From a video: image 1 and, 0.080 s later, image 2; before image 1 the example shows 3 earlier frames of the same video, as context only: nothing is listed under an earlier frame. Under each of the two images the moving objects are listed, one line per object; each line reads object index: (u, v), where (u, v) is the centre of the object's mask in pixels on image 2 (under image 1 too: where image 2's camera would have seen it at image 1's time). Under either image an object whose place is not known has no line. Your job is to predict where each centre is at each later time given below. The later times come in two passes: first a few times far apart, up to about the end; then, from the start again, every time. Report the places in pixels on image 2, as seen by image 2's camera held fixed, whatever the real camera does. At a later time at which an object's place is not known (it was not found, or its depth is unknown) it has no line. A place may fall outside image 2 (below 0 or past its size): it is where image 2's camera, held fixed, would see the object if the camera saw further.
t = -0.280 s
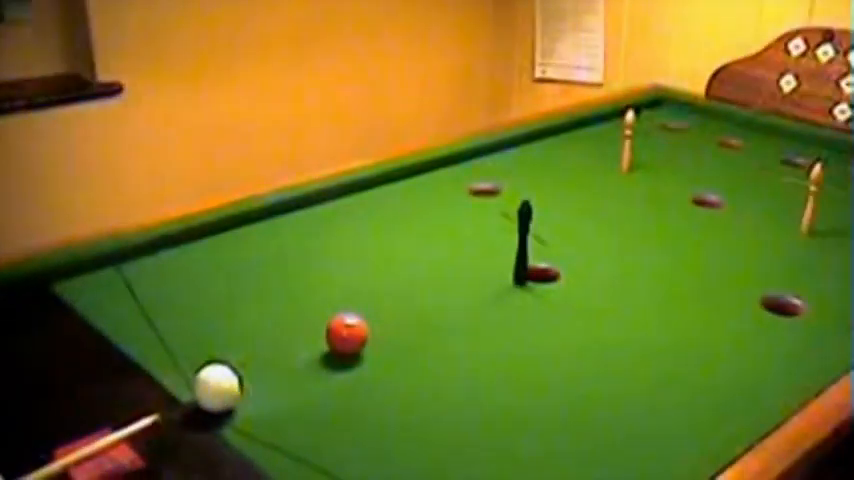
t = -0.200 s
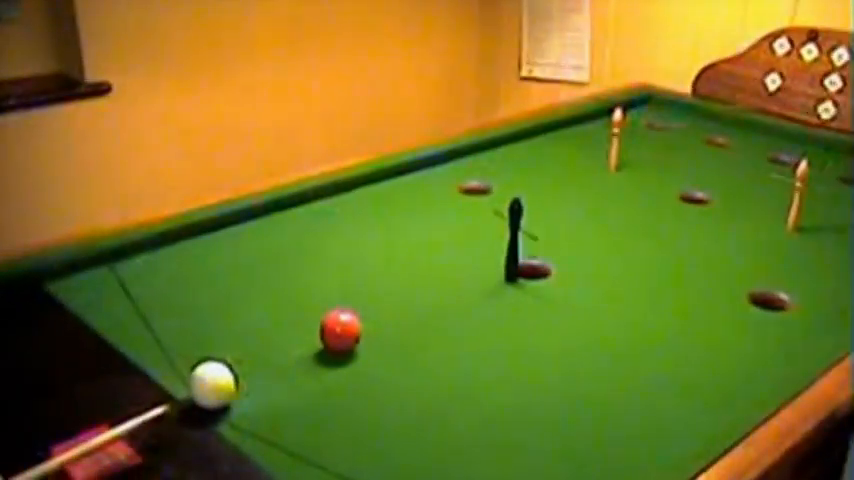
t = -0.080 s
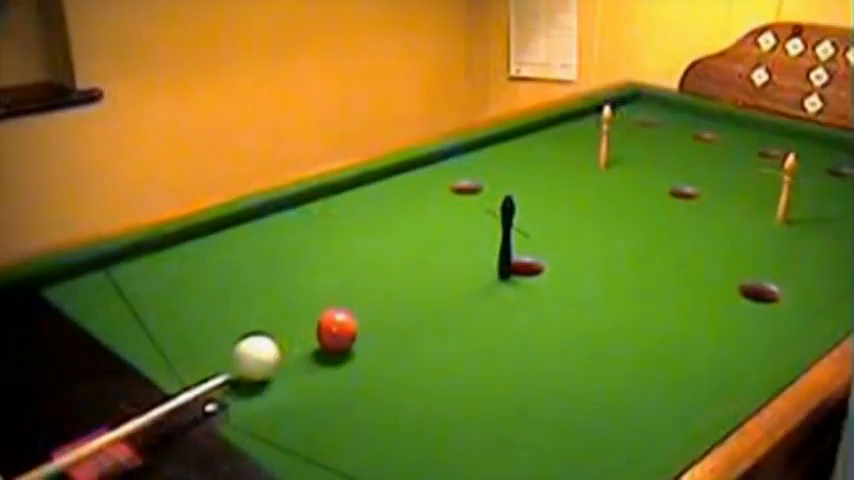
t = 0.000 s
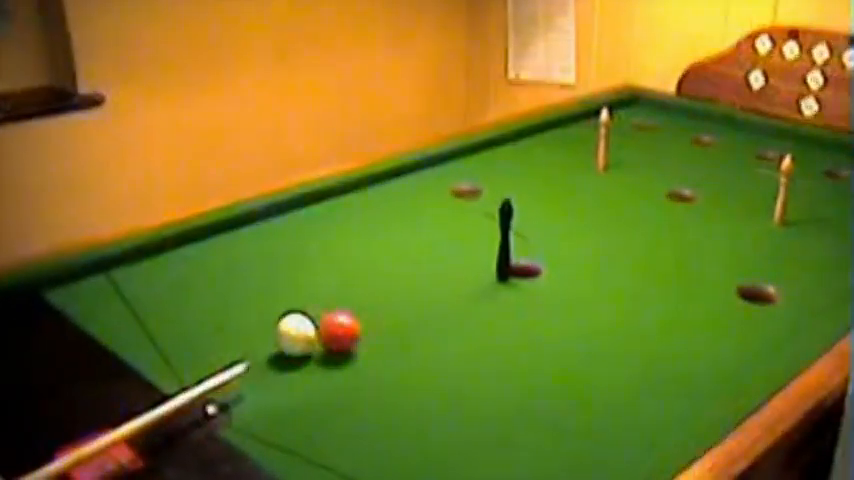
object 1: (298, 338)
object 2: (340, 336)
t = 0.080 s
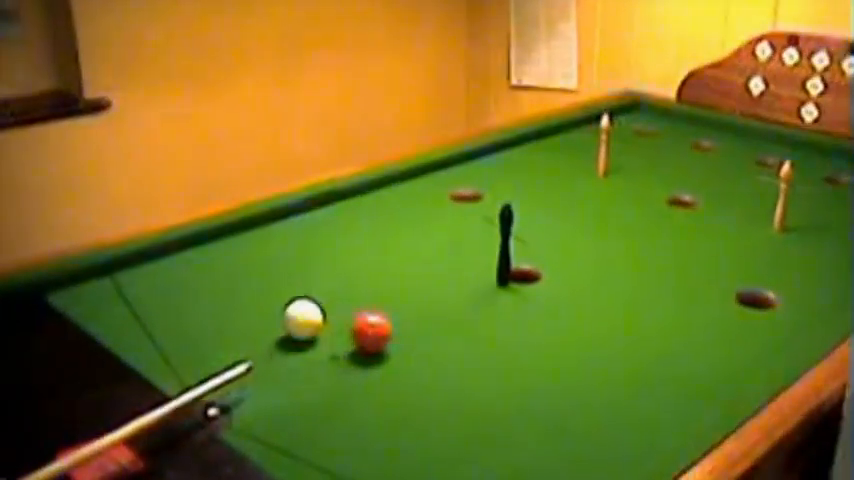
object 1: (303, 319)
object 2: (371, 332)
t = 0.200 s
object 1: (315, 293)
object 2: (409, 328)
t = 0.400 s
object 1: (332, 257)
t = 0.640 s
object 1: (348, 223)
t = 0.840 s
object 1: (359, 199)
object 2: (580, 305)
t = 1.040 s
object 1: (382, 187)
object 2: (623, 300)
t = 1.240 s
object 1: (417, 185)
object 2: (660, 293)
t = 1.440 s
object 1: (449, 182)
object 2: (691, 288)
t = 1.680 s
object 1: (465, 190)
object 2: (724, 284)
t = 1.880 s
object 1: (464, 189)
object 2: (754, 290)
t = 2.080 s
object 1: (468, 189)
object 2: (757, 296)
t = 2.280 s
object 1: (465, 189)
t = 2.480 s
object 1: (465, 191)
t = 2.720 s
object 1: (465, 193)
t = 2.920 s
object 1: (466, 194)
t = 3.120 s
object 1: (465, 199)
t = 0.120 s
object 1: (308, 310)
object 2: (384, 331)
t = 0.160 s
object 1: (312, 301)
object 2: (397, 329)
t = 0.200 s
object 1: (315, 293)
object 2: (409, 328)
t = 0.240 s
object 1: (319, 285)
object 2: (421, 326)
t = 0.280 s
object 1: (322, 277)
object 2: (434, 323)
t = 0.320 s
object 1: (325, 270)
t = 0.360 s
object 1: (329, 264)
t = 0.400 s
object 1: (332, 257)
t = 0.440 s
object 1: (335, 251)
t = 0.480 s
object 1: (338, 245)
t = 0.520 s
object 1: (340, 239)
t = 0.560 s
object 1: (343, 233)
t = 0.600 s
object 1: (346, 228)
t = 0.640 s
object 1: (348, 223)
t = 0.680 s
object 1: (351, 218)
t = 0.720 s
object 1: (353, 213)
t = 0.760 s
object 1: (355, 208)
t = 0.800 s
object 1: (357, 204)
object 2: (571, 306)
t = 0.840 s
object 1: (359, 199)
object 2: (580, 305)
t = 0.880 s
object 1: (361, 195)
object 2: (589, 303)
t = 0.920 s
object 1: (362, 191)
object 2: (598, 302)
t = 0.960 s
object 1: (366, 188)
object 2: (607, 302)
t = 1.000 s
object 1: (374, 188)
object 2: (616, 301)
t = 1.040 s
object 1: (382, 187)
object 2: (623, 300)
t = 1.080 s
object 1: (389, 187)
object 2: (631, 298)
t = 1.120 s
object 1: (396, 186)
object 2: (638, 297)
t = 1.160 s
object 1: (403, 186)
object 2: (645, 296)
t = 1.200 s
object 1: (410, 186)
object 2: (653, 295)
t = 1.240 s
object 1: (417, 185)
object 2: (660, 293)
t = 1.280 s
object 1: (424, 184)
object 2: (665, 293)
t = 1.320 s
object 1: (430, 184)
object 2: (673, 291)
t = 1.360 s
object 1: (437, 183)
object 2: (679, 290)
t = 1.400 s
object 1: (443, 182)
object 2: (685, 289)
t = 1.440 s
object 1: (449, 182)
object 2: (691, 288)
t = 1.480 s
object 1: (456, 183)
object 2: (697, 287)
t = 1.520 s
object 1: (465, 189)
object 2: (703, 287)
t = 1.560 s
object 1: (464, 189)
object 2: (709, 287)
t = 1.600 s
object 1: (463, 187)
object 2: (714, 286)
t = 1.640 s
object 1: (465, 188)
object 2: (720, 286)
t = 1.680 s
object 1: (465, 190)
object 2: (724, 284)
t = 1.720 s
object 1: (468, 187)
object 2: (729, 283)
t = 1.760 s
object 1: (468, 188)
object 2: (734, 283)
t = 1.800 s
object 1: (465, 191)
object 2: (741, 282)
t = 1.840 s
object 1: (467, 189)
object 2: (746, 284)
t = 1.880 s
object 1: (464, 189)
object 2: (754, 290)
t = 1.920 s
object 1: (466, 191)
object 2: (756, 294)
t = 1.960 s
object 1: (463, 189)
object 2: (758, 294)
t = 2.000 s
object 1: (465, 189)
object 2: (757, 296)
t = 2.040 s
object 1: (465, 191)
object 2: (758, 296)
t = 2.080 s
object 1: (468, 189)
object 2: (757, 296)
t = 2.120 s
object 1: (466, 190)
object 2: (757, 295)
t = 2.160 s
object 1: (467, 191)
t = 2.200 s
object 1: (464, 189)
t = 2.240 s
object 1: (466, 191)
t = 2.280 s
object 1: (465, 189)
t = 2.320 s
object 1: (467, 189)
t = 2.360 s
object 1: (466, 191)
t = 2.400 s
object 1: (466, 191)
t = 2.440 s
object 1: (465, 191)
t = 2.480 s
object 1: (465, 191)
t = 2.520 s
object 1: (466, 191)
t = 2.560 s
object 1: (466, 192)
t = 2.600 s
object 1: (465, 192)
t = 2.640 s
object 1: (466, 193)
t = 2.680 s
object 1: (465, 191)
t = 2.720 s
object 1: (465, 193)
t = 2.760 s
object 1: (466, 192)
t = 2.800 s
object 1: (466, 194)
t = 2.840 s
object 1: (466, 193)
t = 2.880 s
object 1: (466, 194)
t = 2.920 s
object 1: (466, 194)
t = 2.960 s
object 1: (466, 195)
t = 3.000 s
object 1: (465, 195)
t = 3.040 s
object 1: (465, 196)
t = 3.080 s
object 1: (465, 198)
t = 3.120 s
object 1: (465, 199)
